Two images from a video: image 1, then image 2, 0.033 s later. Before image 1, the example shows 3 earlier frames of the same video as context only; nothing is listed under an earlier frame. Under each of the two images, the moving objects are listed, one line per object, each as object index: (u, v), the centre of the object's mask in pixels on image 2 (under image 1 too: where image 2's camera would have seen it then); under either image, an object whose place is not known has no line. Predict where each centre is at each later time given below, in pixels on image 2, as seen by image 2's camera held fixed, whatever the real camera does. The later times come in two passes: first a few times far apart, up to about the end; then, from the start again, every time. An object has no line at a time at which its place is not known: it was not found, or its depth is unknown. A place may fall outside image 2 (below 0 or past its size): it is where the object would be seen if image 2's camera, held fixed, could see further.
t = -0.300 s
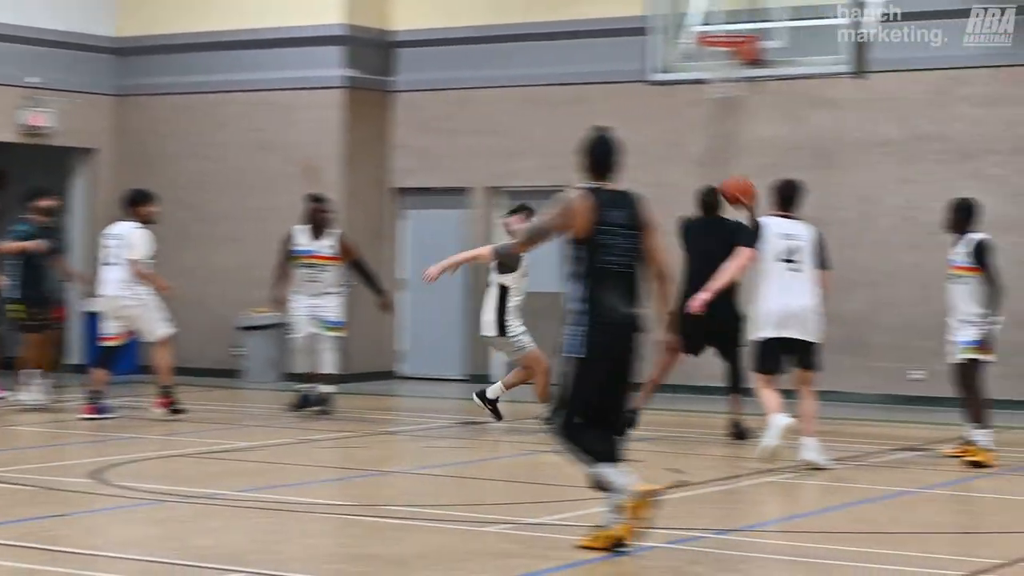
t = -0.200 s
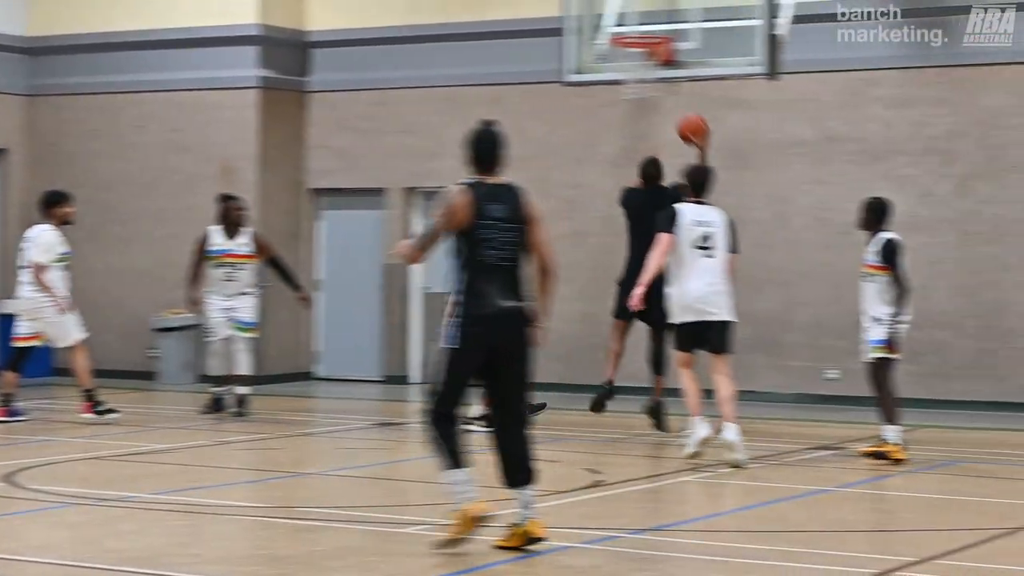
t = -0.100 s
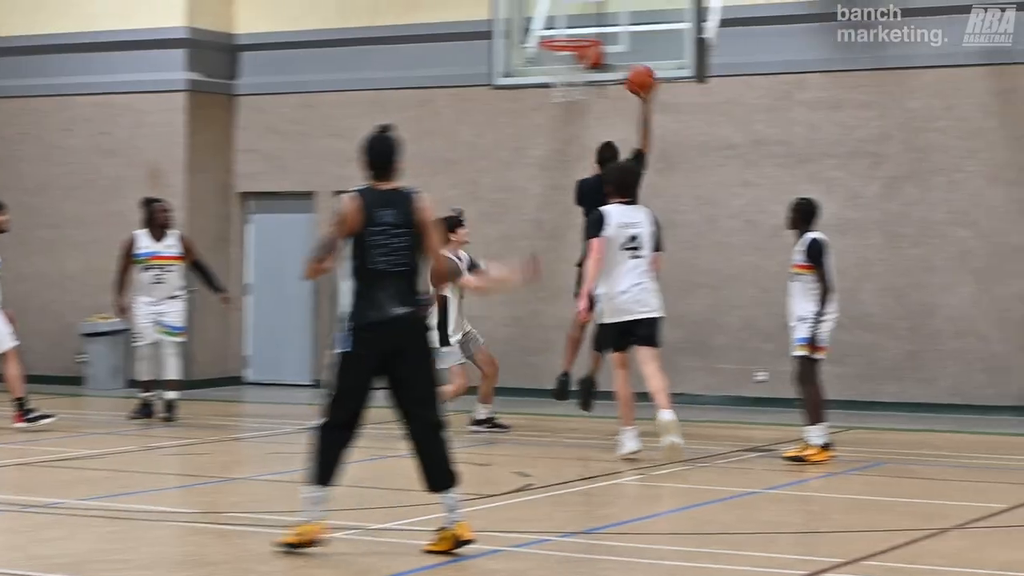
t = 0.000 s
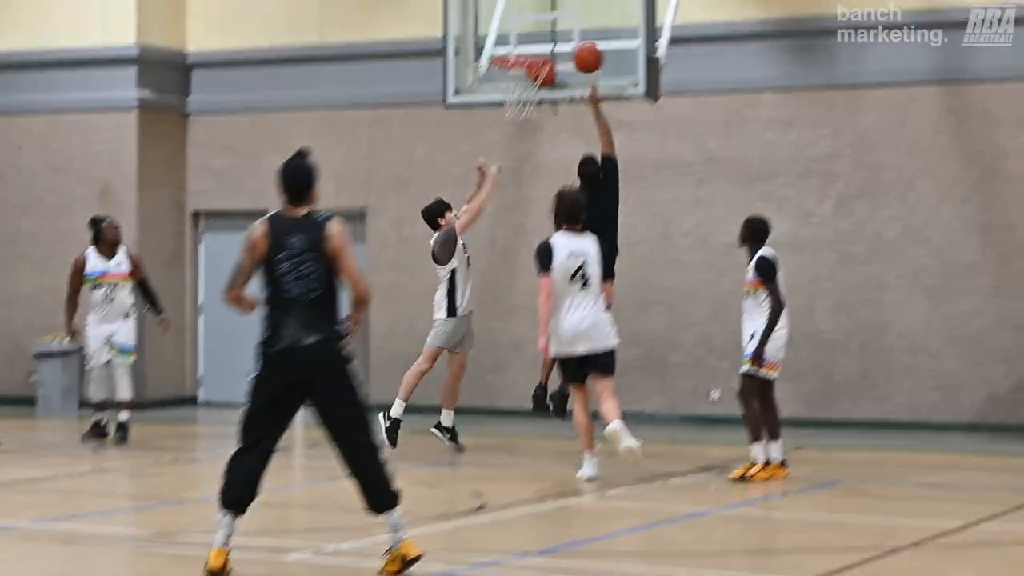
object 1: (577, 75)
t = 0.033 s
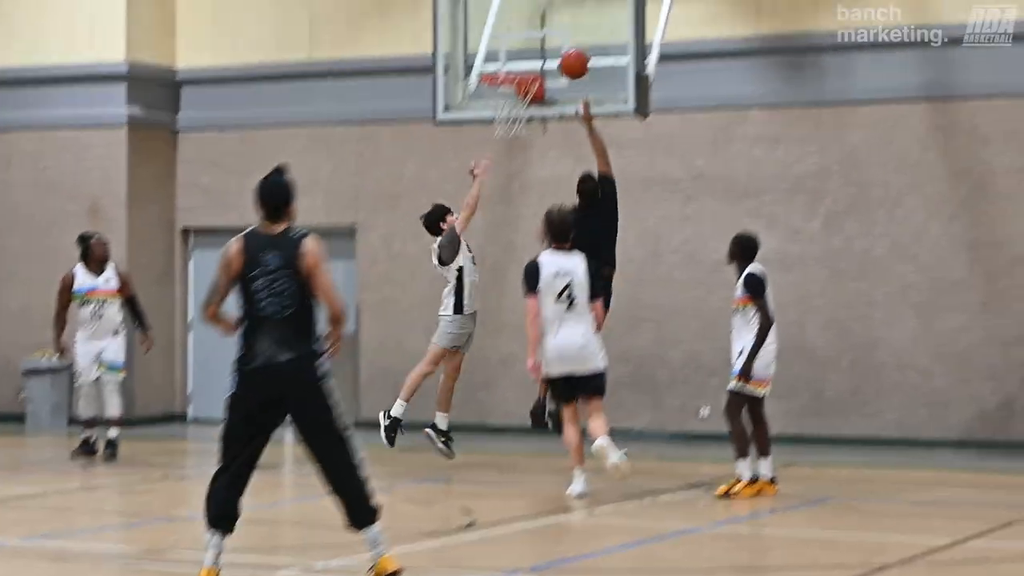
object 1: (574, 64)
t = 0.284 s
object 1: (532, 34)
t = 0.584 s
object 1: (510, 63)
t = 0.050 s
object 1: (572, 60)
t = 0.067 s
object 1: (571, 55)
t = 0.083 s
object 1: (568, 50)
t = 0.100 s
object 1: (566, 46)
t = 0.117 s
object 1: (564, 44)
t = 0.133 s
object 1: (561, 42)
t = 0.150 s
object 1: (558, 39)
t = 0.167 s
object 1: (555, 38)
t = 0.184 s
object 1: (552, 36)
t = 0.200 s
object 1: (548, 35)
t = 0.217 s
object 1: (545, 34)
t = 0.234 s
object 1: (542, 33)
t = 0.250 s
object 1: (539, 34)
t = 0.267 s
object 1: (535, 34)
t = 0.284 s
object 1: (532, 34)
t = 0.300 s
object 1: (529, 35)
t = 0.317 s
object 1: (526, 37)
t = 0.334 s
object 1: (522, 39)
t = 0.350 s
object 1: (519, 41)
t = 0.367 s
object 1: (516, 44)
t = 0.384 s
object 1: (512, 46)
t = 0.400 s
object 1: (509, 49)
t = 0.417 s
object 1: (505, 53)
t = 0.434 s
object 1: (502, 56)
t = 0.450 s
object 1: (499, 60)
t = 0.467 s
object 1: (497, 63)
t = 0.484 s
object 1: (499, 62)
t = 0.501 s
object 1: (501, 61)
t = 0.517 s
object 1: (503, 62)
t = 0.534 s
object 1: (505, 62)
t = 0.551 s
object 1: (507, 62)
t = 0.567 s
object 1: (509, 62)
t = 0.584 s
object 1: (510, 63)
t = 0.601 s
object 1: (512, 63)
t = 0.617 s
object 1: (514, 64)
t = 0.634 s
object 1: (516, 65)
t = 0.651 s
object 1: (517, 66)
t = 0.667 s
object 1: (519, 68)
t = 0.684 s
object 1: (522, 81)
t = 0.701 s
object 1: (523, 84)
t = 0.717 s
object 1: (521, 86)
